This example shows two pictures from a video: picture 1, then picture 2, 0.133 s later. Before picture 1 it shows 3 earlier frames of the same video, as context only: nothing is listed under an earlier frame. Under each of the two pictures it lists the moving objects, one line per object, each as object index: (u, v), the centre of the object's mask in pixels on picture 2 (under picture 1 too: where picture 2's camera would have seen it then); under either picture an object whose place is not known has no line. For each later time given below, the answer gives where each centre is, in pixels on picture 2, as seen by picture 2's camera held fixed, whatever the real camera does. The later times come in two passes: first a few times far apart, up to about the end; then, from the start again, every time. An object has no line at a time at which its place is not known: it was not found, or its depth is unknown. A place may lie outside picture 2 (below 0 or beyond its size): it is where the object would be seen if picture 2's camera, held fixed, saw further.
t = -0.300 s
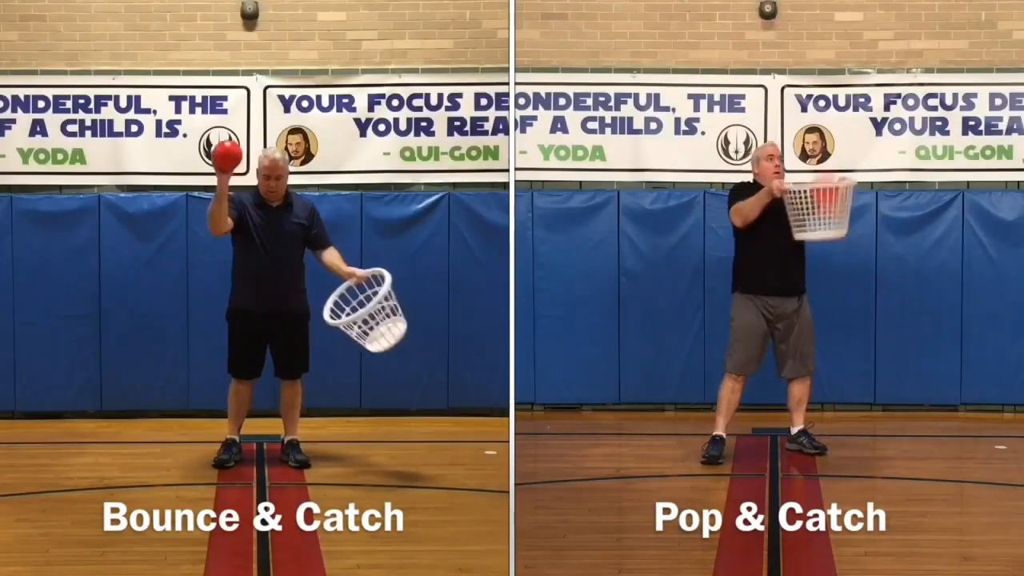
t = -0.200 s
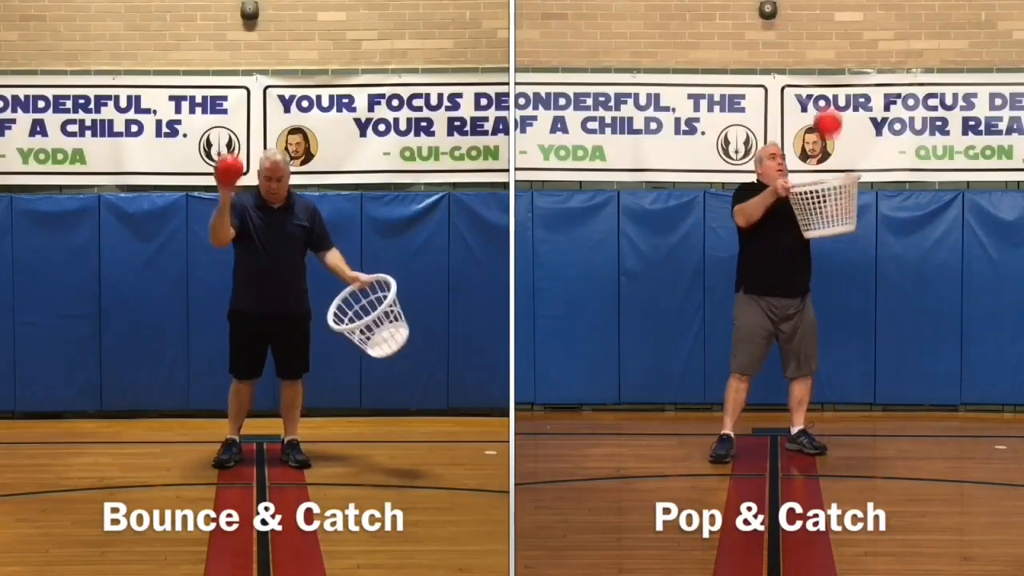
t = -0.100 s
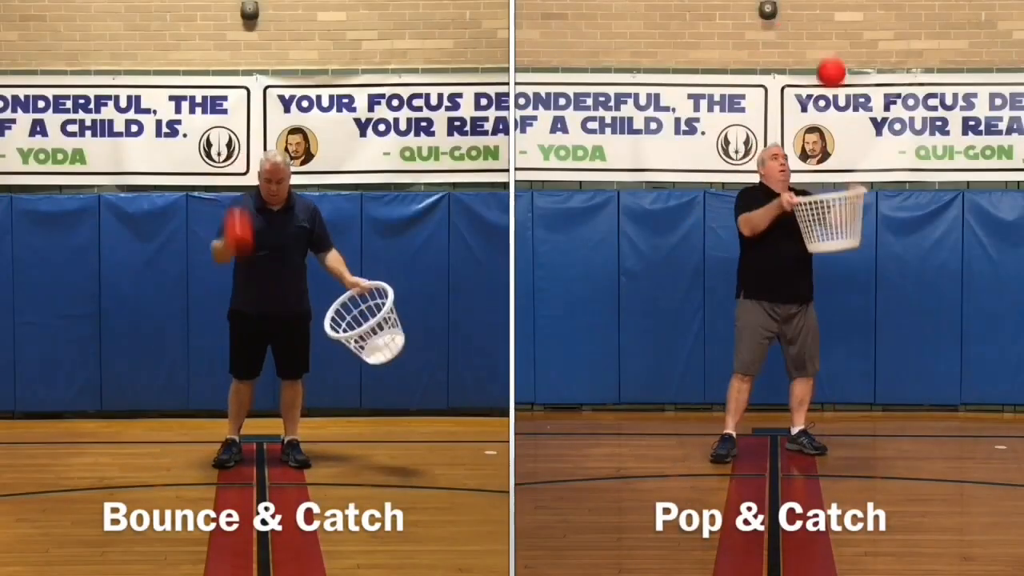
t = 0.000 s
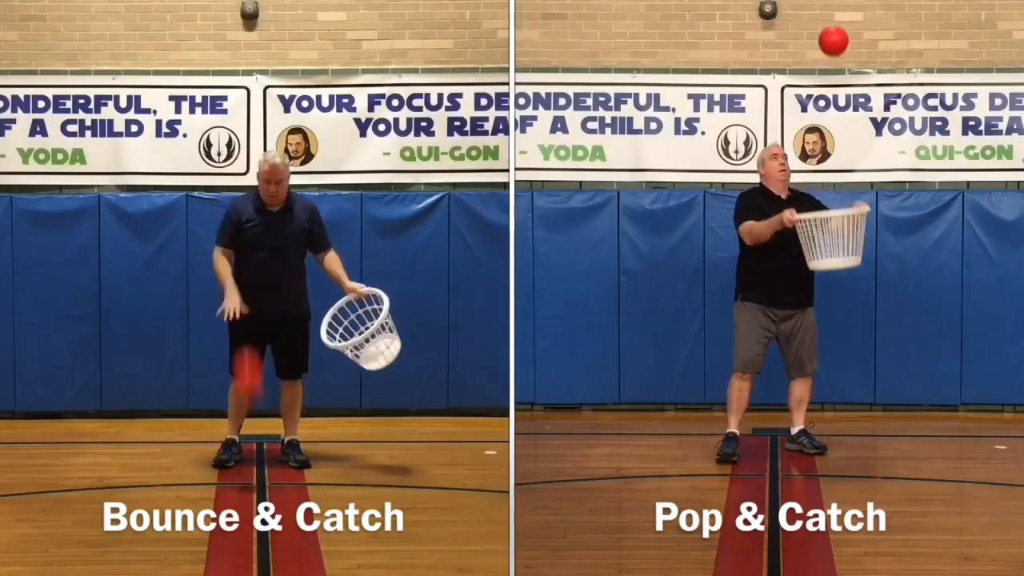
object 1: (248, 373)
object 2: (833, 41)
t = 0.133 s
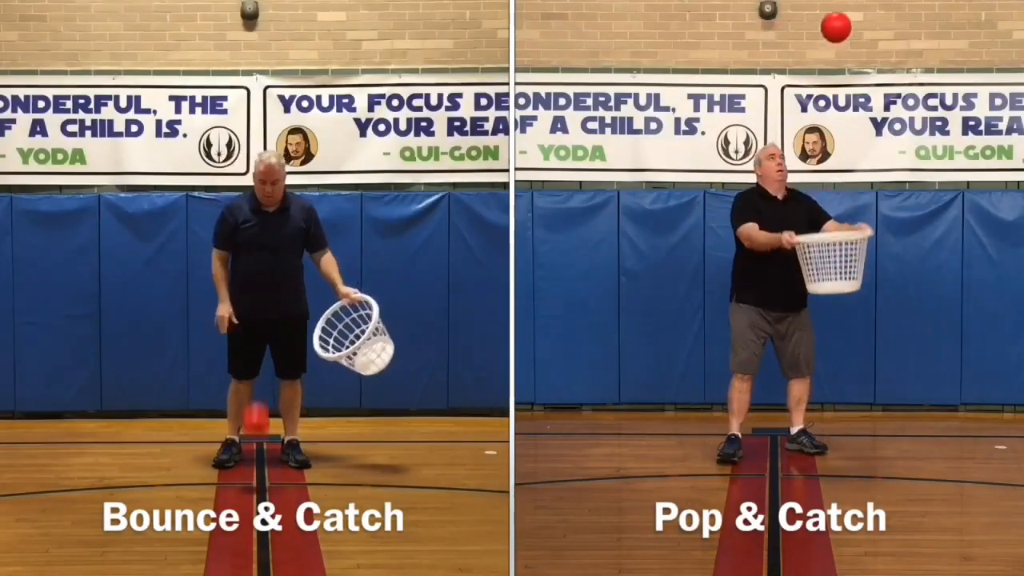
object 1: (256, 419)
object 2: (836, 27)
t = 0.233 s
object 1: (259, 352)
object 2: (838, 39)
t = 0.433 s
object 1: (267, 266)
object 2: (842, 118)
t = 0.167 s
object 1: (258, 396)
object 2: (836, 29)
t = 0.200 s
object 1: (258, 373)
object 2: (837, 33)
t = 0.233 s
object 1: (259, 352)
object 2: (838, 39)
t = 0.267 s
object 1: (260, 333)
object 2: (839, 46)
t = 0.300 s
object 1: (262, 315)
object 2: (839, 57)
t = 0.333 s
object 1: (263, 300)
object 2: (840, 68)
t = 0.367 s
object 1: (264, 286)
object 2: (841, 82)
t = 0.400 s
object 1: (265, 275)
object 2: (842, 99)
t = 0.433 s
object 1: (267, 266)
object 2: (842, 118)
